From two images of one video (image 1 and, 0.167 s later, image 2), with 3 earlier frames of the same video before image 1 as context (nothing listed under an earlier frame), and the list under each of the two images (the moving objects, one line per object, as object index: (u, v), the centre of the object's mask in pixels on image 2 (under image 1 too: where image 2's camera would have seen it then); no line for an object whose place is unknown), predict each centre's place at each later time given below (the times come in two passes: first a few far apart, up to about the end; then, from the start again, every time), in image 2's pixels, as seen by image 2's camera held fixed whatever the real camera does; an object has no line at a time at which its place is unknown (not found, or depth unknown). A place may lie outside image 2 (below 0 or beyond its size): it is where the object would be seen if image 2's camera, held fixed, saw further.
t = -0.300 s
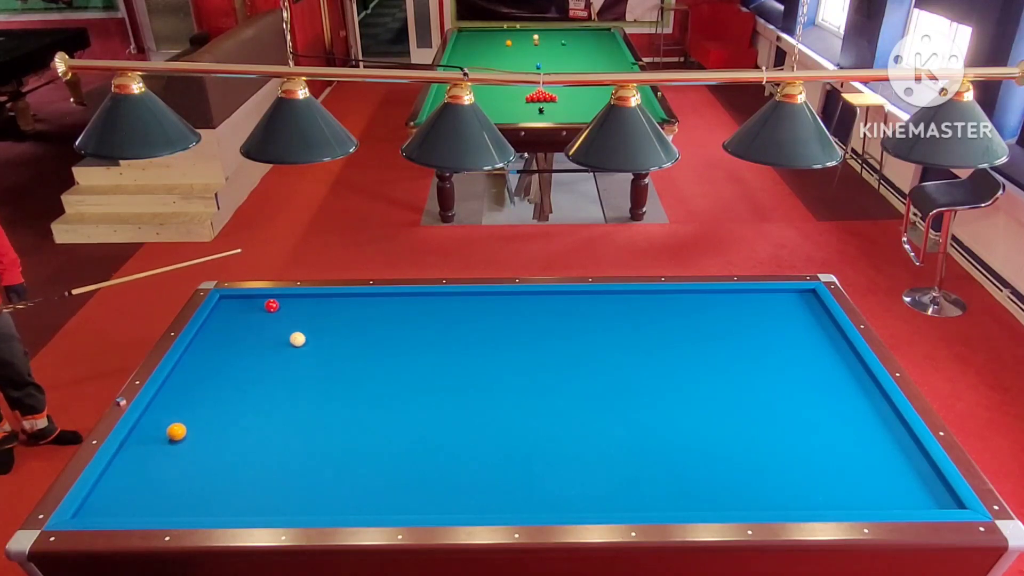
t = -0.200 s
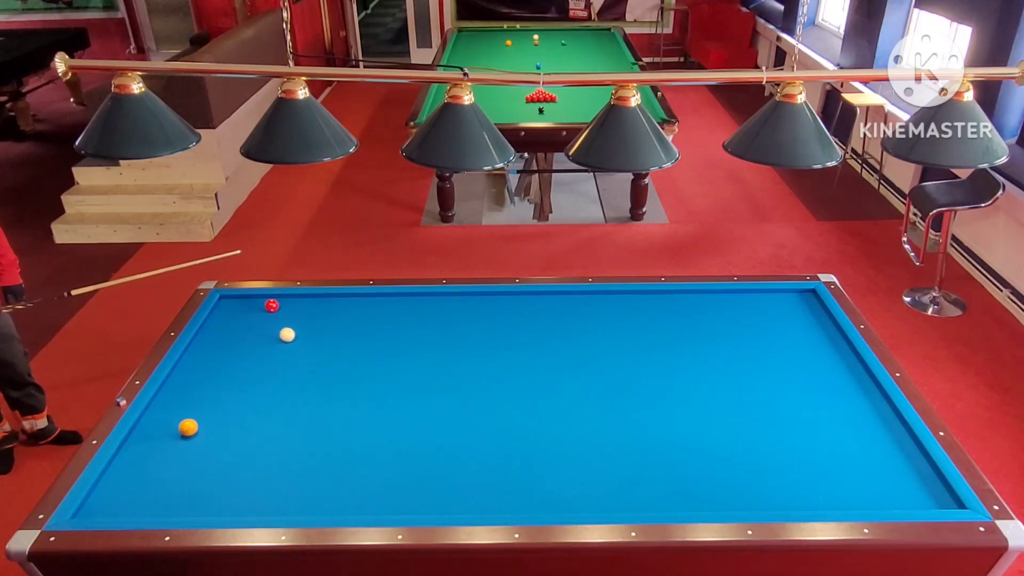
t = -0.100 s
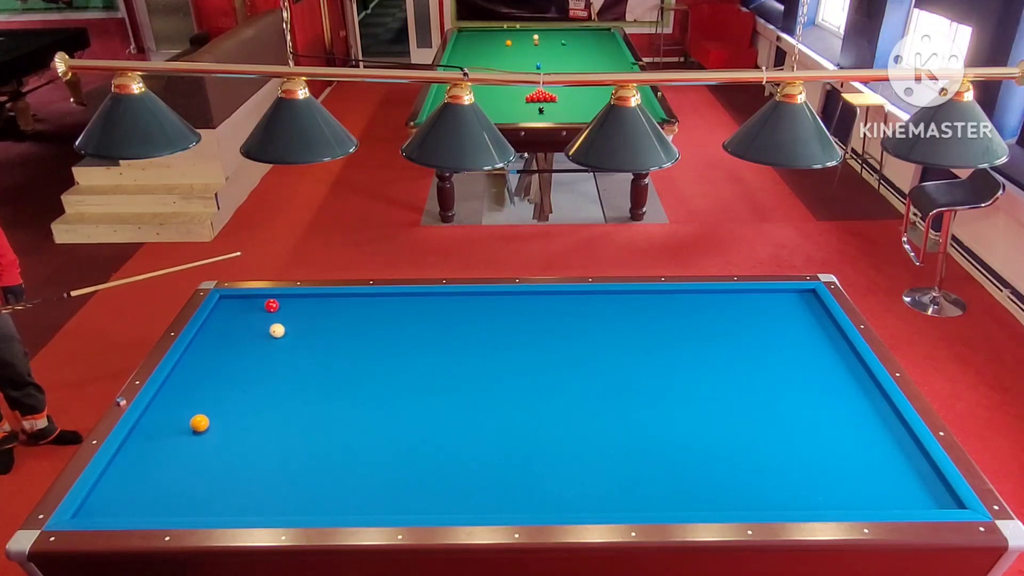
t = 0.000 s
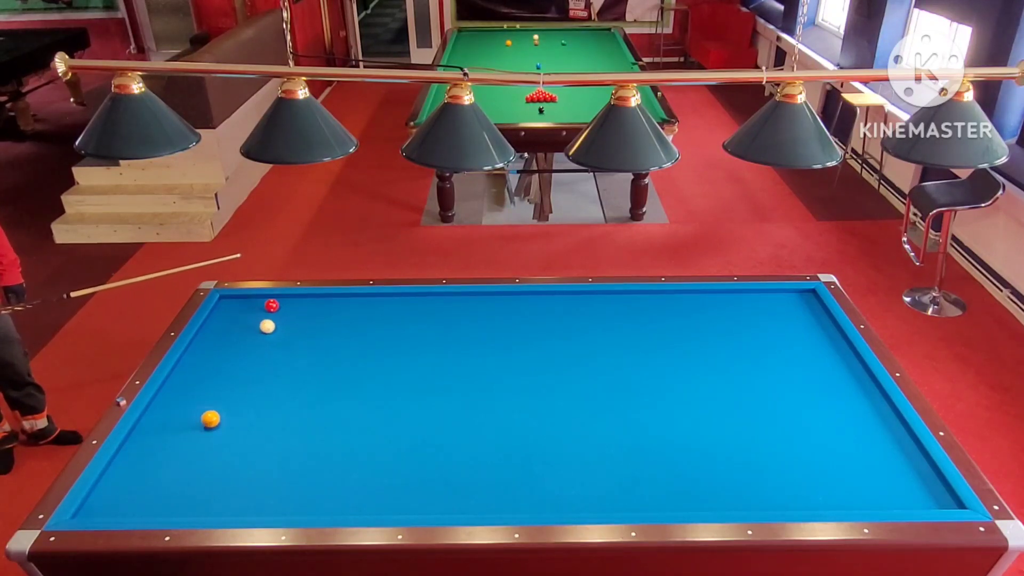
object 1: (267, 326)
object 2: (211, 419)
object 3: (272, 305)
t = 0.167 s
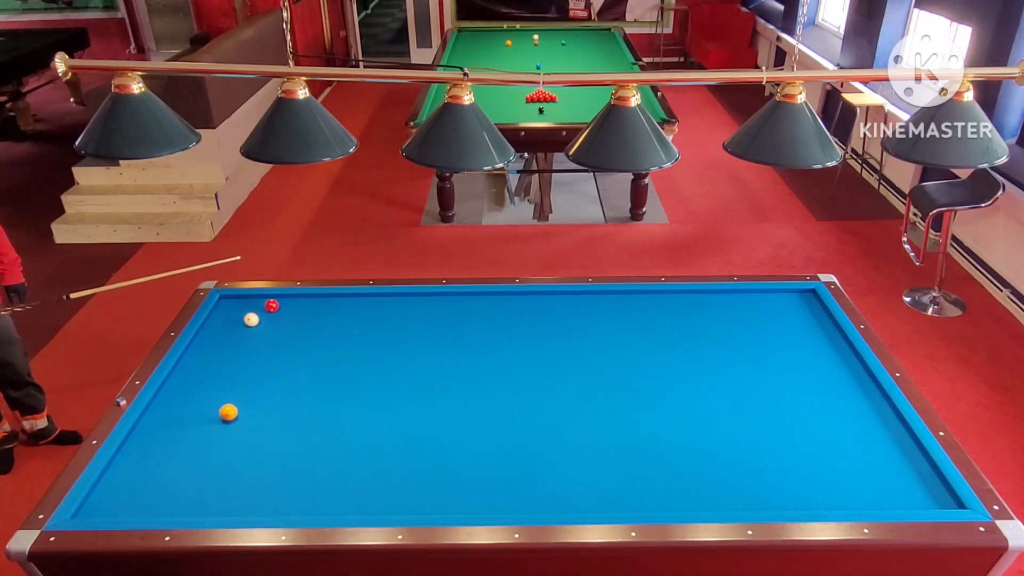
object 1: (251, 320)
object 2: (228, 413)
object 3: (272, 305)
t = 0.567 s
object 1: (223, 305)
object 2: (268, 398)
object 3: (272, 305)
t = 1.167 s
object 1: (258, 306)
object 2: (320, 378)
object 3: (272, 305)
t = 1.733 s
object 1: (258, 319)
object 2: (363, 361)
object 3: (290, 304)
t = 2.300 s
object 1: (258, 331)
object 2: (399, 347)
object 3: (304, 302)
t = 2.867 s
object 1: (257, 343)
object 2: (431, 335)
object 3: (315, 301)
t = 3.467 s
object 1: (256, 353)
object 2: (460, 324)
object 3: (323, 301)
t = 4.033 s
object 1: (255, 362)
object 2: (484, 315)
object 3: (327, 300)
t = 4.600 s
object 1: (253, 369)
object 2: (504, 307)
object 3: (328, 300)
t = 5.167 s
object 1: (252, 375)
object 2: (521, 301)
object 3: (328, 300)
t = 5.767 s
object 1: (250, 379)
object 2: (537, 295)
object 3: (328, 300)
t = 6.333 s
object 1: (249, 380)
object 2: (546, 297)
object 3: (328, 300)
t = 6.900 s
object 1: (249, 380)
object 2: (552, 298)
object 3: (328, 300)
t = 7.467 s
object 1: (249, 380)
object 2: (555, 300)
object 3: (328, 300)
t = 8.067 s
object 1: (249, 380)
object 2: (556, 300)
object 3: (328, 300)
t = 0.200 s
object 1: (248, 318)
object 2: (232, 412)
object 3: (272, 305)
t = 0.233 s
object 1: (245, 317)
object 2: (235, 410)
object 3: (272, 305)
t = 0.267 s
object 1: (242, 316)
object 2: (238, 409)
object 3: (272, 305)
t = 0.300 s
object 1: (239, 314)
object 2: (242, 408)
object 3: (272, 305)
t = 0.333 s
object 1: (236, 313)
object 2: (245, 406)
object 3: (272, 305)
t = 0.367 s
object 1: (233, 312)
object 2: (249, 405)
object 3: (272, 305)
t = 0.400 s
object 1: (230, 311)
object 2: (252, 404)
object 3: (272, 305)
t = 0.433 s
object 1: (227, 309)
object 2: (255, 403)
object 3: (272, 305)
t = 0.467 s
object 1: (224, 308)
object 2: (258, 401)
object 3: (272, 305)
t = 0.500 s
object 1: (221, 307)
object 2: (261, 400)
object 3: (272, 305)
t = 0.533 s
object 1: (219, 306)
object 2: (265, 399)
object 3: (272, 305)
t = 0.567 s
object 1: (223, 305)
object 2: (268, 398)
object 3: (272, 305)
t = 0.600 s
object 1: (226, 303)
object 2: (271, 397)
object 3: (272, 305)
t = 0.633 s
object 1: (229, 302)
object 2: (274, 396)
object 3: (272, 305)
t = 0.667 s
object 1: (231, 301)
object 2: (277, 394)
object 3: (272, 305)
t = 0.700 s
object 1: (234, 300)
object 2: (280, 393)
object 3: (272, 305)
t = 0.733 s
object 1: (237, 298)
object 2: (283, 392)
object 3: (272, 305)
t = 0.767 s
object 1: (239, 298)
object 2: (286, 391)
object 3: (272, 305)
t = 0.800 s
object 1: (240, 299)
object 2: (289, 390)
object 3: (272, 305)
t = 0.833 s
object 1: (242, 300)
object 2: (292, 388)
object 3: (272, 305)
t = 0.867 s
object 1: (244, 300)
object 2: (295, 387)
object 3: (272, 305)
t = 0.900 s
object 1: (245, 301)
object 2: (298, 386)
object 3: (272, 305)
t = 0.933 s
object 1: (247, 302)
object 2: (301, 385)
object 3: (272, 305)
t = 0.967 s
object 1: (248, 302)
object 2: (304, 384)
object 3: (272, 305)
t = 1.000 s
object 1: (250, 303)
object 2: (306, 383)
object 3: (272, 305)
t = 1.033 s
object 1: (252, 304)
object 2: (309, 382)
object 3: (272, 305)
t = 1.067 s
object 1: (253, 304)
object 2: (312, 381)
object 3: (272, 305)
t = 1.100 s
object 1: (255, 305)
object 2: (315, 380)
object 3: (272, 305)
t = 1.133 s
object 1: (256, 306)
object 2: (318, 379)
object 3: (272, 305)
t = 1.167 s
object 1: (258, 306)
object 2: (320, 378)
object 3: (272, 305)
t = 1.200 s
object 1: (258, 307)
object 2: (323, 377)
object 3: (273, 305)
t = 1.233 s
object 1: (258, 308)
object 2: (325, 376)
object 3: (275, 305)
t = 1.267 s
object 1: (258, 309)
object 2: (328, 375)
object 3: (276, 305)
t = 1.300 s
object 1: (258, 309)
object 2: (331, 374)
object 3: (277, 305)
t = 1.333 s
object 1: (258, 310)
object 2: (333, 373)
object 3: (278, 305)
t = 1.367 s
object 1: (258, 311)
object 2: (336, 372)
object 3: (279, 305)
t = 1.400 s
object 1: (258, 312)
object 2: (339, 371)
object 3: (280, 305)
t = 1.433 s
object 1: (258, 312)
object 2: (341, 370)
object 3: (281, 305)
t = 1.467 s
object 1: (258, 313)
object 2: (343, 369)
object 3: (282, 304)
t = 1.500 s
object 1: (258, 314)
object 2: (346, 368)
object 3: (283, 304)
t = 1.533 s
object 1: (258, 315)
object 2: (348, 367)
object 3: (284, 304)
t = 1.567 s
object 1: (258, 315)
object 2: (351, 366)
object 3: (285, 304)
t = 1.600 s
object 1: (258, 316)
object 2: (353, 365)
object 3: (286, 304)
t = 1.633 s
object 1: (258, 317)
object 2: (355, 364)
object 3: (287, 304)
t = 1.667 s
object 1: (258, 318)
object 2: (358, 363)
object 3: (288, 304)
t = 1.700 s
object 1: (258, 318)
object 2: (360, 362)
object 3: (289, 304)
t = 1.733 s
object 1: (258, 319)
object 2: (363, 361)
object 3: (290, 304)
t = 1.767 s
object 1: (258, 320)
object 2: (365, 360)
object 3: (291, 304)
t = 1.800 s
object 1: (258, 321)
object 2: (367, 359)
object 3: (292, 304)
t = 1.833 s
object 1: (258, 321)
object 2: (369, 359)
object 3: (293, 304)
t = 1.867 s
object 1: (259, 322)
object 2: (372, 358)
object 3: (294, 303)
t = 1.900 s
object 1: (258, 323)
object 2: (374, 357)
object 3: (295, 303)
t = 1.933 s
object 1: (258, 323)
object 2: (376, 356)
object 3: (295, 303)
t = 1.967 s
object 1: (258, 324)
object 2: (378, 355)
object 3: (296, 303)
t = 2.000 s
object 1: (258, 325)
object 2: (380, 355)
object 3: (297, 303)
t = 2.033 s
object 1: (258, 326)
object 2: (383, 354)
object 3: (298, 303)
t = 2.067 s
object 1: (258, 326)
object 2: (385, 353)
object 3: (299, 303)
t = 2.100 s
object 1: (258, 327)
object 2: (387, 352)
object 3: (300, 303)
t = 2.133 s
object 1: (258, 328)
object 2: (389, 351)
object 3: (300, 303)
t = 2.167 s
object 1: (258, 328)
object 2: (391, 350)
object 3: (301, 303)
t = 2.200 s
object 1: (258, 329)
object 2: (393, 350)
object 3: (302, 302)
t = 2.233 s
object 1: (258, 330)
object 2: (395, 349)
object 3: (303, 302)
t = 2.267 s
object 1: (258, 330)
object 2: (397, 348)
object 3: (303, 302)
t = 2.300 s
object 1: (258, 331)
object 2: (399, 347)
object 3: (304, 302)
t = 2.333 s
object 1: (258, 332)
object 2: (401, 346)
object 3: (305, 302)
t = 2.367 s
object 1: (258, 333)
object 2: (403, 346)
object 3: (306, 302)
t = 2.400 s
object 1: (258, 333)
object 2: (405, 345)
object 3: (306, 302)
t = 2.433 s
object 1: (258, 334)
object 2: (407, 344)
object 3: (307, 302)
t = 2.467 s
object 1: (258, 335)
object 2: (409, 344)
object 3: (308, 302)
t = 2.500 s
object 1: (258, 335)
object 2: (411, 343)
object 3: (309, 302)
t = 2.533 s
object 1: (258, 336)
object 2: (413, 342)
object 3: (309, 302)
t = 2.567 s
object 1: (258, 337)
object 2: (415, 341)
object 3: (310, 302)
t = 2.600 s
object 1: (258, 337)
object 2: (417, 341)
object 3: (310, 302)
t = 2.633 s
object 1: (258, 338)
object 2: (418, 340)
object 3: (311, 302)
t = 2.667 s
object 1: (258, 338)
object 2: (420, 339)
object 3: (312, 301)
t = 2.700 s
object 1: (258, 339)
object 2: (422, 338)
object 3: (312, 301)
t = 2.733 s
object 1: (258, 340)
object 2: (424, 338)
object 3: (313, 301)
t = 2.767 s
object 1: (258, 341)
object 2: (426, 337)
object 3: (313, 301)
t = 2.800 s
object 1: (258, 341)
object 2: (427, 336)
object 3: (314, 301)
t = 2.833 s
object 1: (257, 342)
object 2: (429, 336)
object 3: (315, 301)
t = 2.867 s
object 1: (257, 343)
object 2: (431, 335)
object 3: (315, 301)
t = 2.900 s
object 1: (257, 343)
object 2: (433, 334)
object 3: (316, 301)
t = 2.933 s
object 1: (257, 344)
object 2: (434, 334)
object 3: (316, 301)
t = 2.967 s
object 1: (257, 344)
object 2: (436, 333)
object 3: (317, 301)
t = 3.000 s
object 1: (257, 345)
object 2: (438, 332)
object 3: (317, 301)
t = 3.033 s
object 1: (257, 346)
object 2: (439, 332)
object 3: (318, 301)
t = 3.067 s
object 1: (257, 346)
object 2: (441, 331)
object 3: (318, 301)
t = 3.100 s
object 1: (257, 347)
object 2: (443, 331)
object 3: (319, 301)
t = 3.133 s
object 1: (257, 347)
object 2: (444, 330)
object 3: (319, 301)
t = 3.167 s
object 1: (257, 348)
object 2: (446, 329)
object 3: (320, 301)
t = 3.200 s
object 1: (257, 349)
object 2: (448, 329)
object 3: (320, 301)
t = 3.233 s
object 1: (257, 349)
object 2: (449, 328)
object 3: (321, 301)
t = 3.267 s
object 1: (257, 350)
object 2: (451, 327)
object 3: (321, 301)
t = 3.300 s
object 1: (257, 350)
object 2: (452, 327)
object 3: (321, 301)
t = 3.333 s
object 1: (257, 351)
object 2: (454, 326)
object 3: (322, 301)
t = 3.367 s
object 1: (257, 352)
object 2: (456, 326)
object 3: (322, 301)
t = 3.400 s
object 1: (257, 352)
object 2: (457, 325)
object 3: (322, 301)
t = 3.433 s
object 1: (256, 353)
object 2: (459, 325)
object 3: (323, 301)
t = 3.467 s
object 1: (256, 353)
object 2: (460, 324)
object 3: (323, 301)
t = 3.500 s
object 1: (256, 354)
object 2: (462, 324)
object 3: (323, 301)
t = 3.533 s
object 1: (256, 354)
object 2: (463, 323)
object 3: (324, 301)
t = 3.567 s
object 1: (256, 355)
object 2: (465, 322)
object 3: (324, 301)
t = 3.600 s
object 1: (256, 355)
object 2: (466, 322)
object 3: (324, 301)
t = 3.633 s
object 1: (256, 356)
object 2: (467, 321)
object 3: (325, 300)
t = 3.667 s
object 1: (256, 357)
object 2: (469, 321)
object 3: (325, 301)
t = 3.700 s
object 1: (256, 357)
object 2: (470, 320)
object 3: (325, 301)
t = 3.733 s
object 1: (256, 358)
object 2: (472, 320)
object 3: (326, 300)
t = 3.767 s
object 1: (256, 358)
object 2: (473, 319)
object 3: (326, 300)
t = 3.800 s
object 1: (255, 359)
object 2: (474, 318)
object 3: (326, 301)
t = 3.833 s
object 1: (255, 359)
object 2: (476, 318)
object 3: (326, 300)
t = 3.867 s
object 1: (255, 360)
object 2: (477, 317)
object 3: (327, 301)
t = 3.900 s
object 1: (255, 360)
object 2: (478, 317)
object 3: (327, 300)
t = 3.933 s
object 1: (255, 361)
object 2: (480, 316)
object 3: (327, 300)
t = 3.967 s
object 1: (255, 361)
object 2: (481, 316)
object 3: (327, 300)
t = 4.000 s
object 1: (255, 362)
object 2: (482, 315)
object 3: (327, 300)
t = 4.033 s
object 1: (255, 362)
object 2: (484, 315)
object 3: (327, 300)
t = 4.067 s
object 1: (255, 363)
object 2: (485, 314)
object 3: (328, 300)
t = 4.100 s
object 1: (255, 363)
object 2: (486, 314)
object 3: (328, 300)
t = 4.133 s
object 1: (255, 363)
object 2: (488, 313)
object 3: (328, 300)
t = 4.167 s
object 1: (255, 364)
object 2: (489, 313)
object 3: (328, 300)
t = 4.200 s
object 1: (255, 364)
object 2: (490, 313)
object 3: (328, 300)
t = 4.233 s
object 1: (255, 365)
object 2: (491, 312)
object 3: (328, 300)
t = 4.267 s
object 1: (254, 365)
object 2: (493, 312)
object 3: (328, 300)
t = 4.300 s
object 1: (254, 366)
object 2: (494, 311)
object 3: (328, 300)
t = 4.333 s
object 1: (254, 366)
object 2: (495, 311)
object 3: (328, 300)
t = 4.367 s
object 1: (254, 366)
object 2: (496, 310)
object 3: (328, 300)
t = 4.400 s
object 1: (254, 367)
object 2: (497, 310)
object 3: (328, 300)
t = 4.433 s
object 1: (254, 367)
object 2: (498, 309)
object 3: (328, 300)
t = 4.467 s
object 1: (254, 368)
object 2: (500, 309)
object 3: (328, 300)
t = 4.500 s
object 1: (254, 368)
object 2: (501, 309)
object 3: (328, 300)
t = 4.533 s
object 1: (254, 369)
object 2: (502, 308)
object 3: (328, 300)
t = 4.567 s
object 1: (254, 369)
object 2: (503, 308)
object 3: (328, 300)
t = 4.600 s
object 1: (253, 369)
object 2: (504, 307)
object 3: (328, 300)
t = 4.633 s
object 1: (253, 370)
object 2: (505, 307)
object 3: (328, 300)
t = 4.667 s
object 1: (253, 370)
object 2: (506, 307)
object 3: (328, 300)
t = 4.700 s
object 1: (253, 371)
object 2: (507, 306)
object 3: (328, 300)
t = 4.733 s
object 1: (253, 371)
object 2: (508, 306)
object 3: (328, 300)
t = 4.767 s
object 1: (253, 371)
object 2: (509, 305)
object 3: (328, 300)
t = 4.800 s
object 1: (253, 372)
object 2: (511, 305)
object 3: (328, 300)
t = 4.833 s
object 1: (253, 372)
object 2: (512, 305)
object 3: (328, 300)
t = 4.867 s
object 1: (253, 372)
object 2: (513, 304)
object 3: (328, 300)
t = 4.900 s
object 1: (253, 373)
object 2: (514, 304)
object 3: (328, 300)
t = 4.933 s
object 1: (253, 373)
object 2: (515, 303)
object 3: (328, 300)
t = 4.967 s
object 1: (252, 373)
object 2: (516, 303)
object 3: (328, 300)
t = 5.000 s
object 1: (252, 374)
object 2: (517, 303)
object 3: (328, 300)
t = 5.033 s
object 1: (252, 374)
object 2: (518, 302)
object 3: (328, 300)
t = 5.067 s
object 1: (252, 374)
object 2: (518, 302)
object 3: (328, 300)
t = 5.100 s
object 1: (252, 374)
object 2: (519, 302)
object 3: (328, 300)
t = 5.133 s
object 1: (252, 375)
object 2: (520, 301)
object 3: (328, 300)
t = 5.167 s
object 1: (252, 375)
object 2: (521, 301)
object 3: (328, 300)
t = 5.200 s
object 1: (252, 375)
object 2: (522, 301)
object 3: (328, 300)
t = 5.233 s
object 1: (252, 375)
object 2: (523, 300)
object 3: (328, 300)
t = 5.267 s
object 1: (252, 376)
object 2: (524, 300)
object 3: (328, 300)
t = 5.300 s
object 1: (252, 376)
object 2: (525, 300)
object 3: (328, 300)
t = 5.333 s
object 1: (251, 376)
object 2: (526, 299)
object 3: (328, 300)
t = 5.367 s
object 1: (251, 377)
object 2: (527, 299)
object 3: (328, 300)
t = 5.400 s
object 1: (251, 377)
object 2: (528, 299)
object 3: (328, 300)
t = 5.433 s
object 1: (251, 377)
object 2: (528, 298)
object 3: (328, 300)
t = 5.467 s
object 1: (251, 377)
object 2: (529, 298)
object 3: (328, 300)
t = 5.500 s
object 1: (251, 377)
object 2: (530, 298)
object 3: (328, 300)
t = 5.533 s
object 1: (251, 378)
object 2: (531, 297)
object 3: (328, 300)
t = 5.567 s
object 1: (251, 378)
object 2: (532, 297)
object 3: (328, 300)
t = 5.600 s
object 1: (251, 378)
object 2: (533, 297)
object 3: (328, 300)
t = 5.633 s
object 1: (251, 378)
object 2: (534, 296)
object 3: (328, 300)
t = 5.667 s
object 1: (251, 378)
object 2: (534, 296)
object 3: (328, 300)
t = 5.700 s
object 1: (250, 378)
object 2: (535, 296)
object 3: (328, 300)
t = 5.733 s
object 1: (250, 379)
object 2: (536, 295)
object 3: (328, 300)
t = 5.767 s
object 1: (250, 379)
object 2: (537, 295)
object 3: (328, 300)
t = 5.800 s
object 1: (250, 379)
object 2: (537, 295)
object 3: (328, 300)
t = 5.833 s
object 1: (250, 379)
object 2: (538, 295)
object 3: (328, 300)
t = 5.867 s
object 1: (250, 379)
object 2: (539, 295)
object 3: (328, 300)
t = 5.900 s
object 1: (250, 379)
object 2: (539, 295)
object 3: (328, 300)
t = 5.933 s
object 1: (250, 379)
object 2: (540, 295)
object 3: (328, 300)
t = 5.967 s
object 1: (250, 379)
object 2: (540, 295)
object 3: (328, 300)
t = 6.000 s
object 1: (250, 379)
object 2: (541, 296)
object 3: (328, 300)
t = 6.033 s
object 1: (249, 379)
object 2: (541, 296)
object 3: (328, 300)
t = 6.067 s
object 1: (249, 380)
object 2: (542, 296)
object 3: (328, 300)
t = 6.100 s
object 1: (249, 380)
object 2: (542, 296)
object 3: (328, 300)
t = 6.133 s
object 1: (249, 380)
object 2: (543, 296)
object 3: (328, 300)
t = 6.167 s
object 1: (249, 380)
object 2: (543, 296)
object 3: (328, 300)
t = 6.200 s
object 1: (249, 380)
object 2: (544, 296)
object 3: (328, 300)
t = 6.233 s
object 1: (249, 380)
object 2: (544, 296)
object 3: (328, 300)
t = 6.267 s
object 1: (249, 380)
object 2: (545, 297)
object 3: (328, 300)
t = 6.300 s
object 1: (249, 380)
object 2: (545, 297)
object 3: (328, 300)
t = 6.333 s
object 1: (249, 380)
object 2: (546, 297)
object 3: (328, 300)
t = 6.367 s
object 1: (249, 380)
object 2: (546, 297)
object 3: (328, 300)
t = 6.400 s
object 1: (249, 380)
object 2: (547, 297)
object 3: (328, 300)
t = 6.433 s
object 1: (249, 380)
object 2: (547, 297)
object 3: (328, 300)
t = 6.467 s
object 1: (249, 380)
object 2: (547, 297)
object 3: (328, 300)
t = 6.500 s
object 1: (249, 380)
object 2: (548, 297)
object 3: (328, 300)
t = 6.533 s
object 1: (249, 380)
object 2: (548, 297)
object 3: (328, 300)
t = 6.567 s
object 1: (249, 380)
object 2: (549, 297)
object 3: (328, 300)
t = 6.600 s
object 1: (249, 380)
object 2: (549, 298)
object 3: (328, 300)
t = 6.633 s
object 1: (249, 380)
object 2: (549, 298)
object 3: (328, 300)
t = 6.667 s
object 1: (249, 380)
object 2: (550, 298)
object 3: (328, 300)
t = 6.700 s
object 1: (249, 380)
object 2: (550, 298)
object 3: (328, 300)
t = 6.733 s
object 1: (249, 380)
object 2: (550, 298)
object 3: (328, 300)
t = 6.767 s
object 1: (249, 380)
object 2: (551, 298)
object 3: (328, 300)
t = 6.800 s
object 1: (249, 380)
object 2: (551, 298)
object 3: (328, 300)
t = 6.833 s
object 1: (249, 380)
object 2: (551, 298)
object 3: (328, 300)
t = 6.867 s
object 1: (249, 380)
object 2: (552, 298)
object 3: (328, 300)
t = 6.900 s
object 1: (249, 380)
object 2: (552, 298)
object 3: (328, 300)
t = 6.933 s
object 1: (249, 380)
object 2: (552, 299)
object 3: (328, 300)
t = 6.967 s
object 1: (249, 380)
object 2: (553, 299)
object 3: (328, 300)
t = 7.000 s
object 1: (249, 380)
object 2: (553, 299)
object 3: (328, 300)
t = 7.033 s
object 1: (249, 380)
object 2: (553, 299)
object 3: (328, 300)
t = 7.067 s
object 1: (249, 380)
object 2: (553, 299)
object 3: (328, 300)
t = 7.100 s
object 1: (249, 380)
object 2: (553, 299)
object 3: (328, 300)
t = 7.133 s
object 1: (249, 380)
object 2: (554, 299)
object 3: (328, 300)
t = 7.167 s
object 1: (249, 380)
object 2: (554, 299)
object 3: (328, 300)
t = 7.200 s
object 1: (249, 380)
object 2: (554, 299)
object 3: (328, 300)
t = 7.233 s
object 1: (249, 380)
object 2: (554, 299)
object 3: (328, 300)
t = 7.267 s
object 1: (249, 380)
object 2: (554, 299)
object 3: (328, 300)
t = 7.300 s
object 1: (249, 380)
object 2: (555, 299)
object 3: (328, 300)
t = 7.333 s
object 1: (249, 380)
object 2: (555, 299)
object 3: (328, 300)
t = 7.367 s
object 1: (249, 380)
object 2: (555, 300)
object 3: (328, 300)
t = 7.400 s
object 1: (249, 380)
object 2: (555, 300)
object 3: (328, 300)
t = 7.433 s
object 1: (249, 380)
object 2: (555, 300)
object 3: (328, 300)
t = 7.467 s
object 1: (249, 380)
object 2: (555, 300)
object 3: (328, 300)
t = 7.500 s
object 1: (249, 380)
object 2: (556, 300)
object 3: (328, 300)
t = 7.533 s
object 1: (249, 380)
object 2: (556, 300)
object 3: (328, 300)
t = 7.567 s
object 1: (249, 380)
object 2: (556, 300)
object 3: (328, 300)
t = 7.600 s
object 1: (249, 380)
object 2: (556, 300)
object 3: (328, 300)
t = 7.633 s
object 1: (249, 380)
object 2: (556, 300)
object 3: (328, 300)
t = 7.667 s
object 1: (249, 380)
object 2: (556, 300)
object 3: (328, 300)
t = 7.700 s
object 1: (249, 380)
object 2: (556, 300)
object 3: (328, 300)
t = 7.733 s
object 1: (249, 380)
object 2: (556, 300)
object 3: (328, 300)
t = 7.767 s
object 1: (249, 380)
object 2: (556, 300)
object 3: (328, 300)
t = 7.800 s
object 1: (249, 380)
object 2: (556, 300)
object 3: (328, 300)
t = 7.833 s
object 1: (249, 380)
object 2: (556, 300)
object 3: (328, 300)
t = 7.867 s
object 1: (249, 380)
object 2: (556, 300)
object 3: (328, 300)
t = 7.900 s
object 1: (249, 380)
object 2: (556, 300)
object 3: (328, 300)
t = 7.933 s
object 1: (249, 380)
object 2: (556, 300)
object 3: (328, 300)
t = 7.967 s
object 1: (249, 380)
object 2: (556, 300)
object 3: (328, 300)
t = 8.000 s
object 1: (249, 380)
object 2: (556, 300)
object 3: (328, 300)
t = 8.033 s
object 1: (249, 380)
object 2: (556, 300)
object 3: (328, 300)
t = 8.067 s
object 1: (249, 380)
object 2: (556, 300)
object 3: (328, 300)
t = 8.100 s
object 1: (249, 380)
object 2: (556, 300)
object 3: (328, 300)
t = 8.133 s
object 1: (249, 380)
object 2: (556, 300)
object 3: (328, 300)
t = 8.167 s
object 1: (249, 380)
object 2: (556, 300)
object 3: (328, 300)
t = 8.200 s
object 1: (249, 380)
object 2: (556, 300)
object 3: (328, 300)
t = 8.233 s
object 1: (249, 380)
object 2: (556, 300)
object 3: (328, 300)
